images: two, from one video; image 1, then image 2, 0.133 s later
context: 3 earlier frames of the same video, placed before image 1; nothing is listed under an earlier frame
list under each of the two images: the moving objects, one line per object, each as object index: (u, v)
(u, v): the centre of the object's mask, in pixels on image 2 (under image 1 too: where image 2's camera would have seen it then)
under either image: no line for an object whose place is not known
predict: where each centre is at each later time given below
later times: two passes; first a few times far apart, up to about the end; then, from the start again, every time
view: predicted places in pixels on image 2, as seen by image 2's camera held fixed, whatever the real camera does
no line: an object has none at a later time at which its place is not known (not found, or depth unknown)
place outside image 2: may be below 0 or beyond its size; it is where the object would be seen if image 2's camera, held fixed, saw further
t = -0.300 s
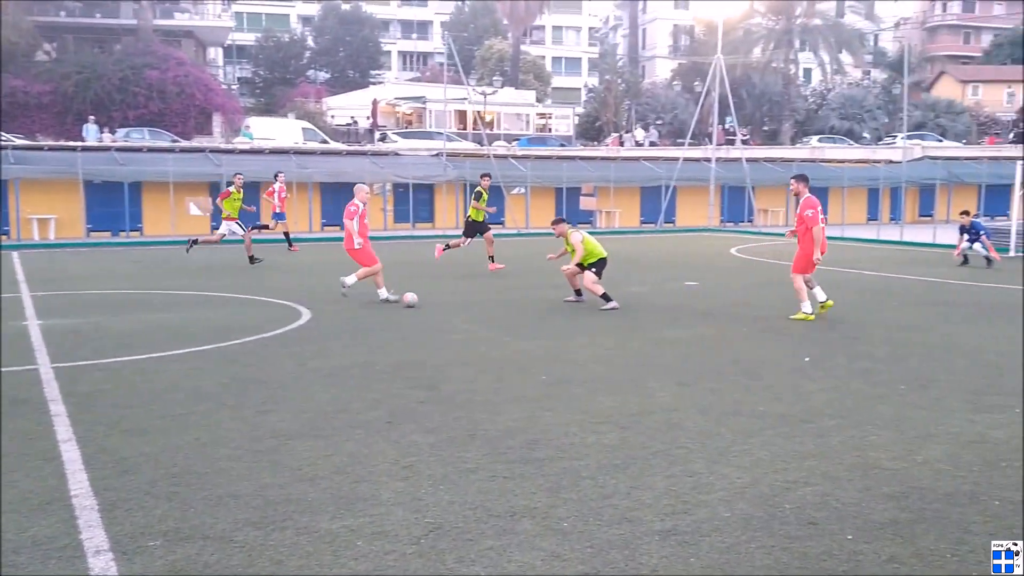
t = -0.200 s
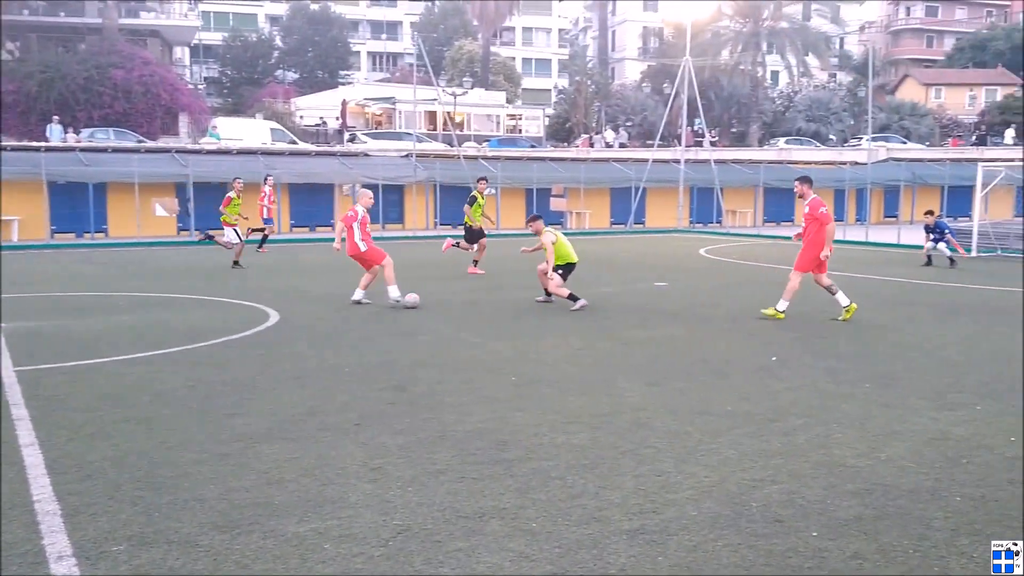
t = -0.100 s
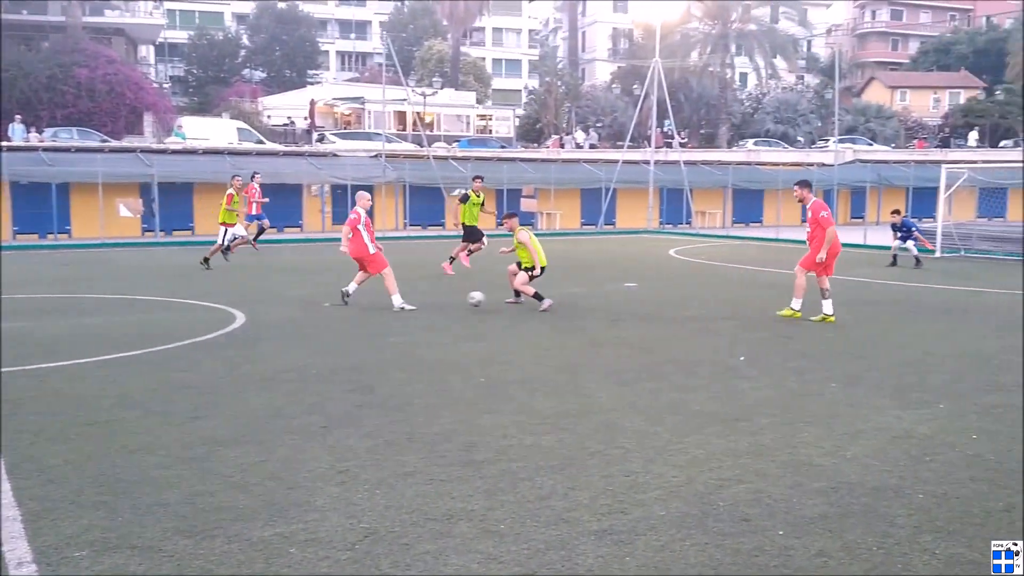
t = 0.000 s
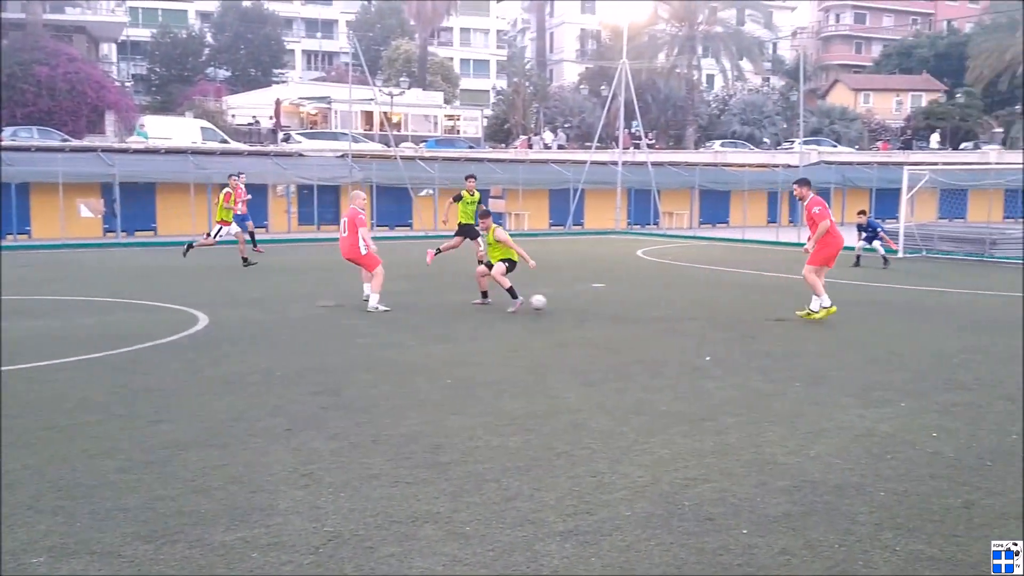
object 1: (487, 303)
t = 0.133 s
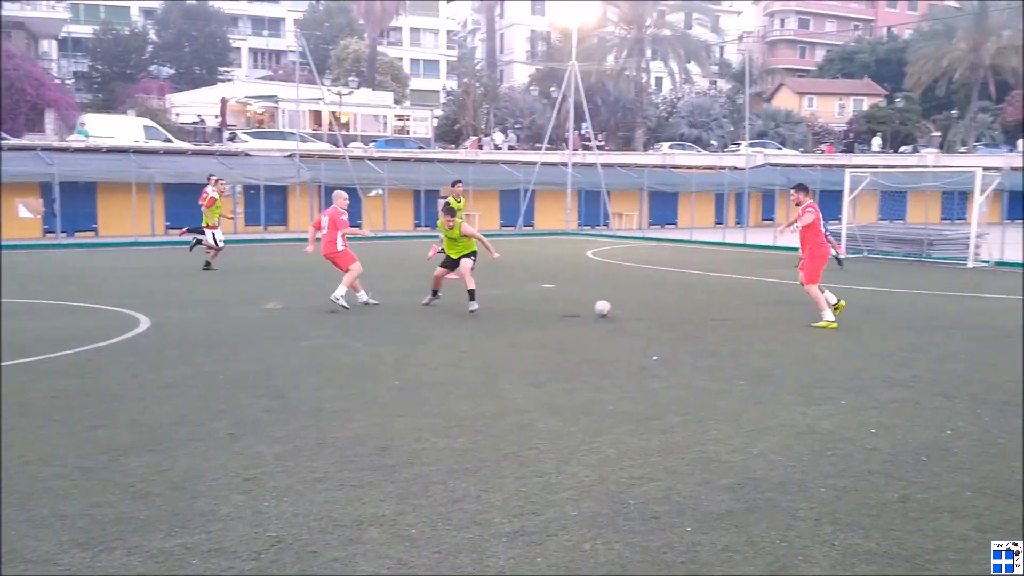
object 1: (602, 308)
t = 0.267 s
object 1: (708, 313)
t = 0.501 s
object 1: (872, 316)
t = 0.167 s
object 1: (629, 308)
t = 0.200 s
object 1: (655, 309)
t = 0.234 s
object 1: (682, 311)
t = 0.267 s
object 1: (708, 313)
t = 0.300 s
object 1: (733, 313)
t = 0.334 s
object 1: (758, 314)
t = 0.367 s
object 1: (781, 314)
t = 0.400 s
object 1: (805, 314)
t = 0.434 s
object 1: (828, 315)
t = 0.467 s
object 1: (850, 316)
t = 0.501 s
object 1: (872, 316)
